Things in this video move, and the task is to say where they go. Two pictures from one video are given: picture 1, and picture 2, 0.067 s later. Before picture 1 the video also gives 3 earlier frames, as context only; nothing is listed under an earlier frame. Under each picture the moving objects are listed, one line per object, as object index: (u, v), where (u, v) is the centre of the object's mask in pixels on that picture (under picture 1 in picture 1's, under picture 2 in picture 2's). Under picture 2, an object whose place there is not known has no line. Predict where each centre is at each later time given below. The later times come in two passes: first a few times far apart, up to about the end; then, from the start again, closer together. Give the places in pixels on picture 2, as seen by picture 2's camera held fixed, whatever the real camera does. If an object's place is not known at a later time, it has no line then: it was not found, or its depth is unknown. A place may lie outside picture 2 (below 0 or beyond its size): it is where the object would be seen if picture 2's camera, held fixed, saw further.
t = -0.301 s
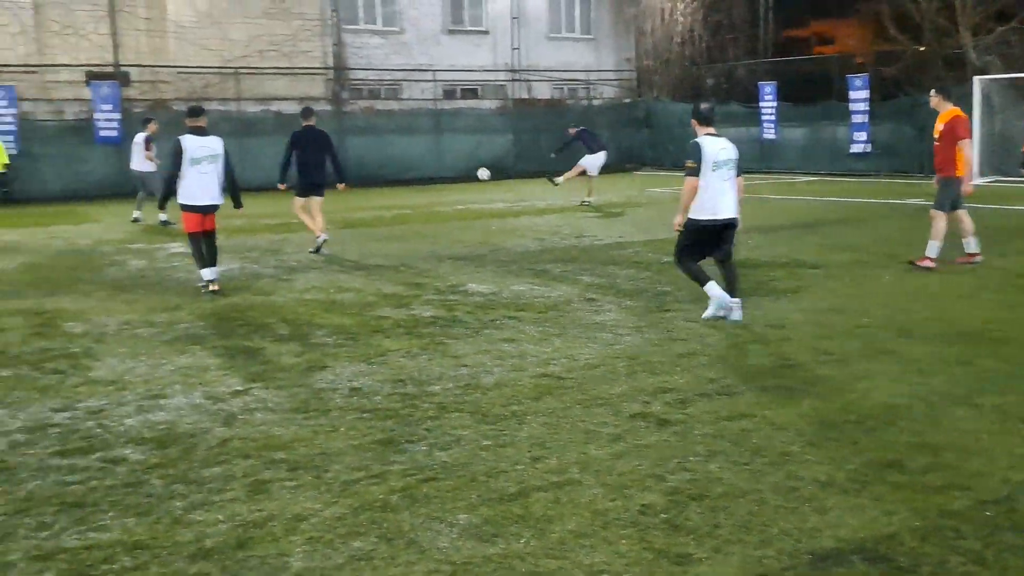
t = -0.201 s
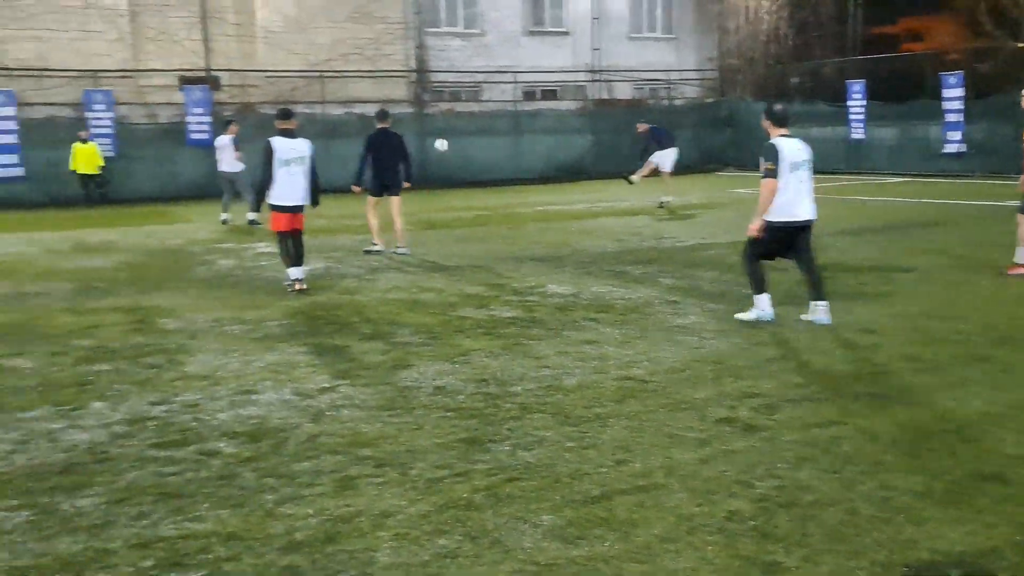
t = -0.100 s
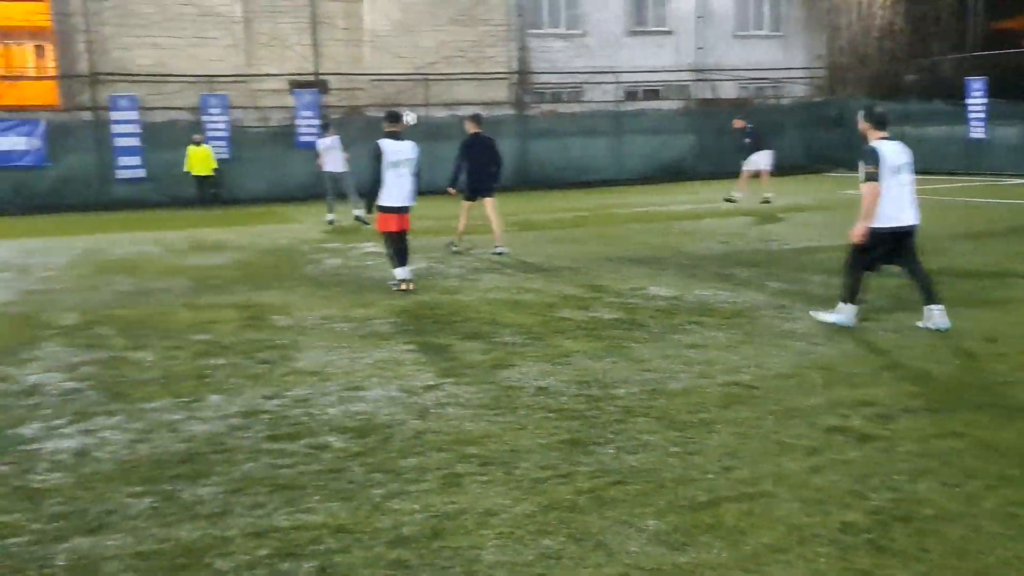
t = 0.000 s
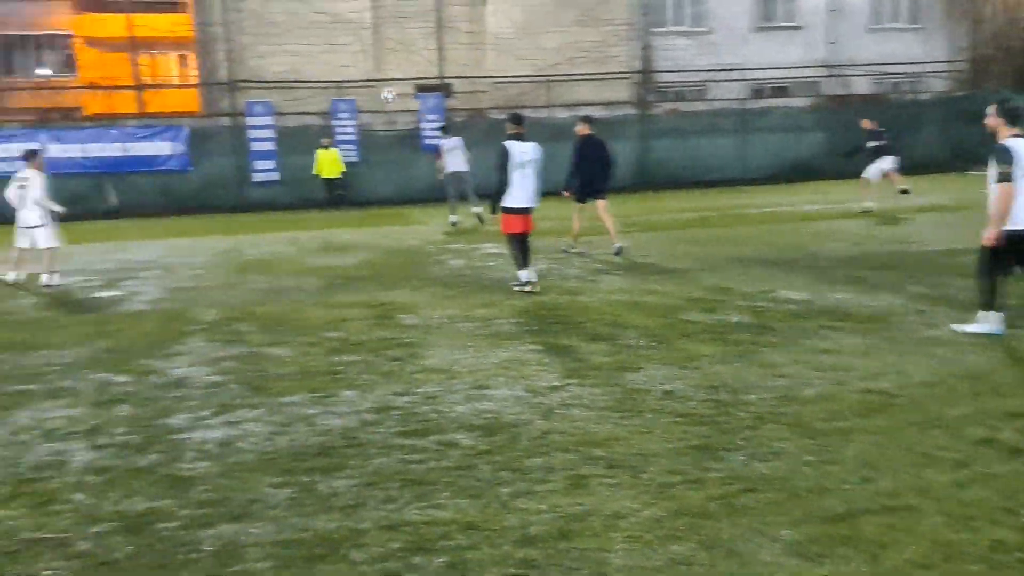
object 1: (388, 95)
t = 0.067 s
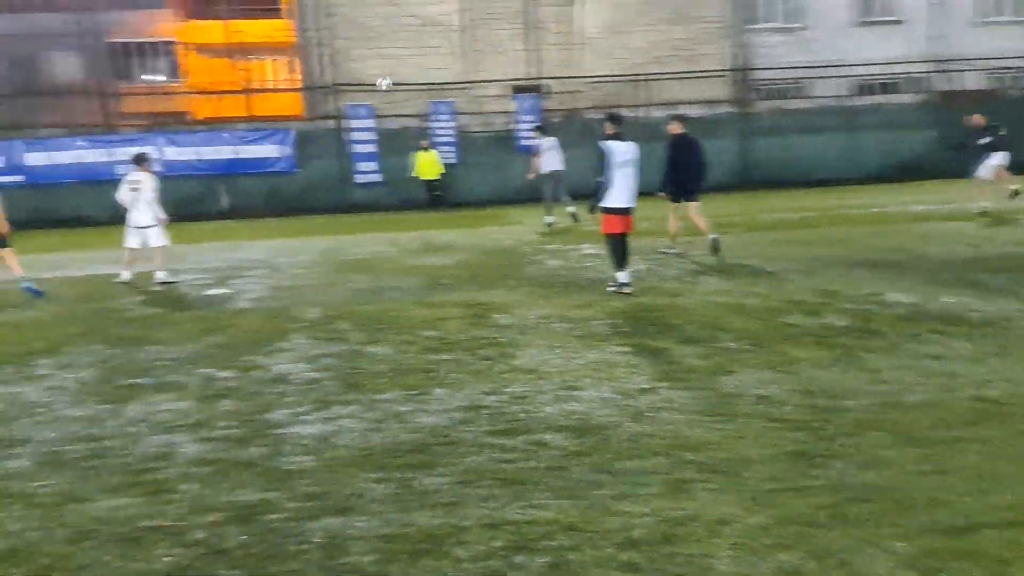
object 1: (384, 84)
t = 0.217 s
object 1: (144, 61)
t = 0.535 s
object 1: (-453, 52)
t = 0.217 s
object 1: (144, 61)
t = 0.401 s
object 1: (-182, 50)
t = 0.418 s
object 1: (-218, 49)
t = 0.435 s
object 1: (-243, 49)
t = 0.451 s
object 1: (-282, 50)
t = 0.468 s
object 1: (-318, 50)
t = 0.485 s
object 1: (-347, 50)
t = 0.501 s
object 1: (-384, 51)
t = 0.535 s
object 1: (-453, 52)
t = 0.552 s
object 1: (-493, 54)
